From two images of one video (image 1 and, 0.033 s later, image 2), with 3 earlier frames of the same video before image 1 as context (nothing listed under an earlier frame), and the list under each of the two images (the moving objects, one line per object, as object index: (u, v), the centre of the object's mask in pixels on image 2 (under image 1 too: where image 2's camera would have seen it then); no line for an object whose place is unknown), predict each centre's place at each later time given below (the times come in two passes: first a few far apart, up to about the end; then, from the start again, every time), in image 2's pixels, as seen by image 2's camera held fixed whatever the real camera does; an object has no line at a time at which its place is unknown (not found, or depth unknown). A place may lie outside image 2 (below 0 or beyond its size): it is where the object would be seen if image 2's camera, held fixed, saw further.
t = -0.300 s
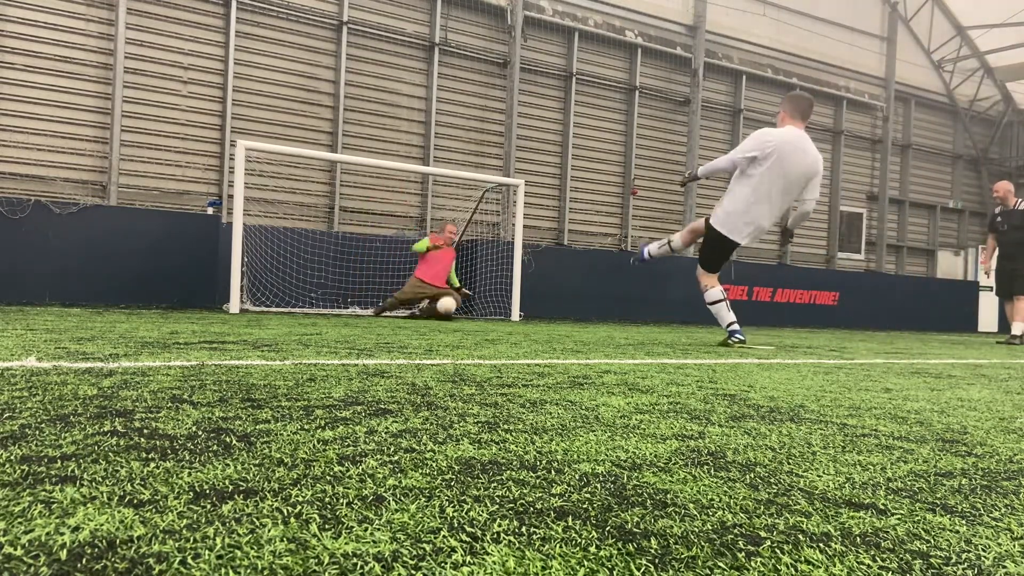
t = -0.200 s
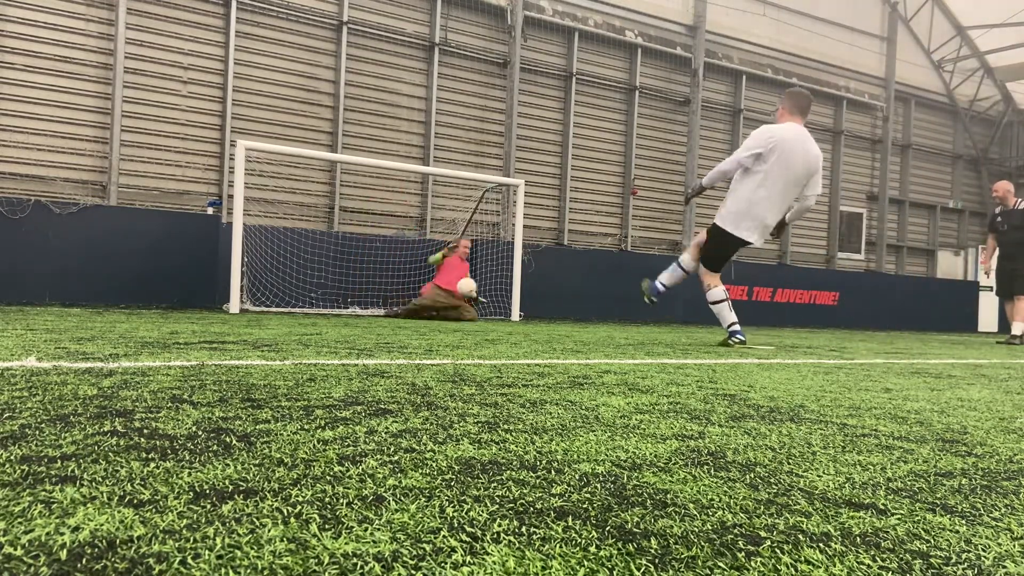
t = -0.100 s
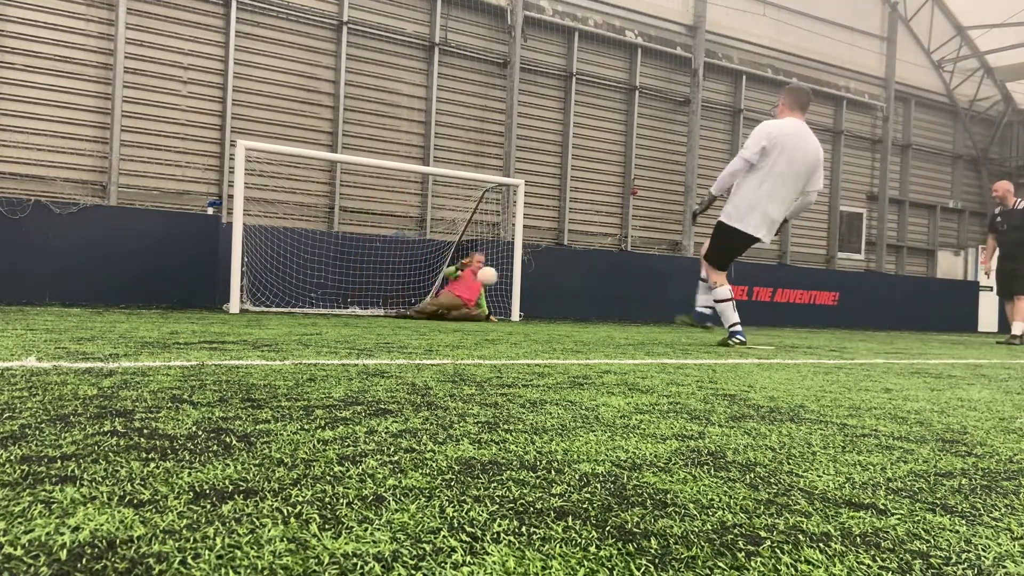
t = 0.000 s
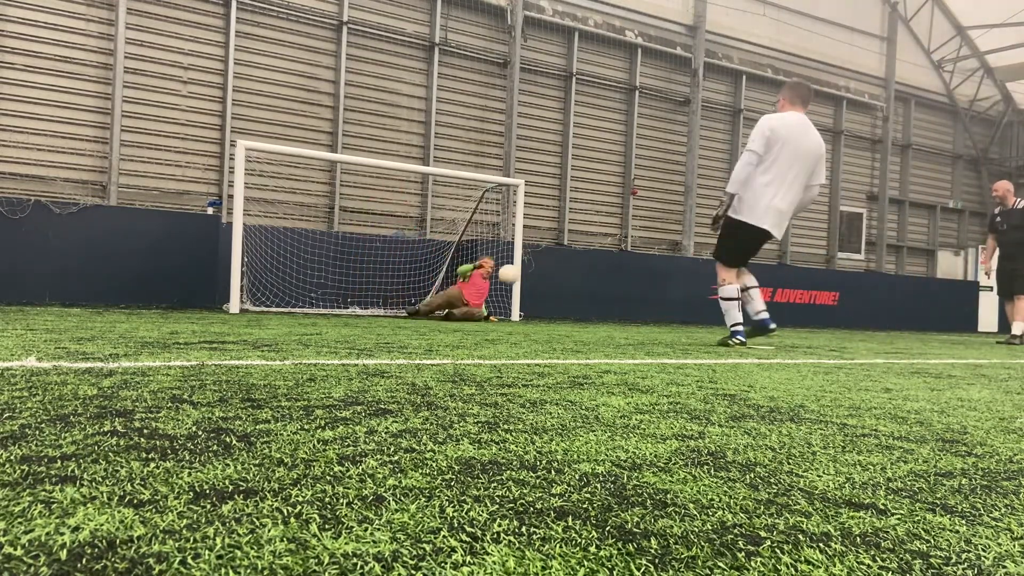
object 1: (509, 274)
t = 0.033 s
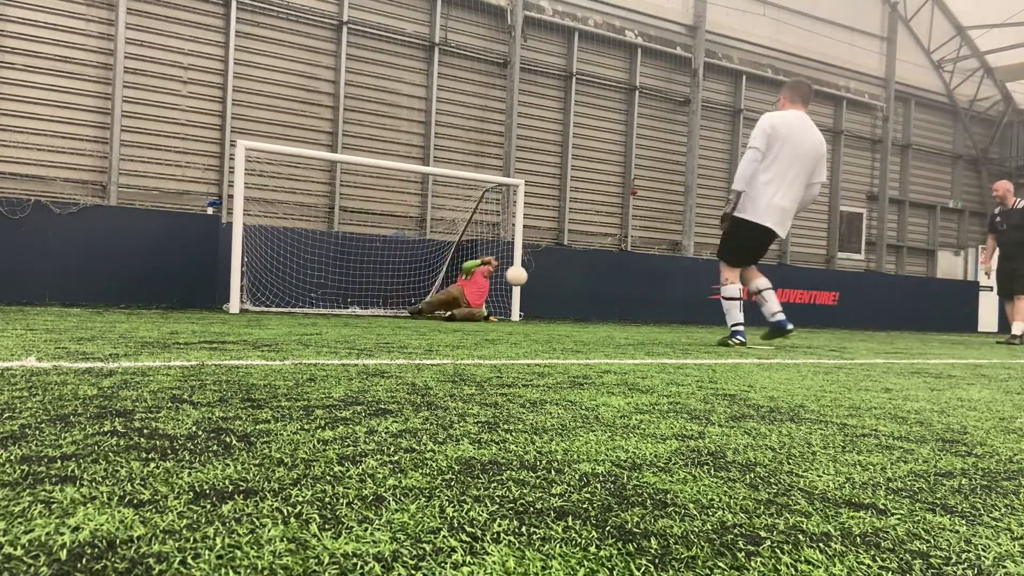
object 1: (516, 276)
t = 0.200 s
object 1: (556, 300)
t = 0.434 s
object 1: (611, 298)
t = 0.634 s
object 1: (661, 308)
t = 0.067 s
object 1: (526, 279)
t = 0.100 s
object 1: (532, 281)
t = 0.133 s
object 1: (539, 286)
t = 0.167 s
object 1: (547, 293)
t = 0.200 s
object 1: (556, 300)
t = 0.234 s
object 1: (564, 309)
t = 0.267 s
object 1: (572, 319)
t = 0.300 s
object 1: (580, 315)
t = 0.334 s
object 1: (588, 309)
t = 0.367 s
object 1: (595, 304)
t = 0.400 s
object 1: (603, 300)
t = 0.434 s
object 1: (611, 298)
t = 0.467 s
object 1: (619, 297)
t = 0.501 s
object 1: (627, 296)
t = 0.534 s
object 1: (636, 298)
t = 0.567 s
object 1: (644, 300)
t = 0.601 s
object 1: (652, 303)
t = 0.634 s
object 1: (661, 308)
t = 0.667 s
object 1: (670, 314)
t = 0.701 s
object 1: (679, 323)
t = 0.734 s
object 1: (688, 323)
